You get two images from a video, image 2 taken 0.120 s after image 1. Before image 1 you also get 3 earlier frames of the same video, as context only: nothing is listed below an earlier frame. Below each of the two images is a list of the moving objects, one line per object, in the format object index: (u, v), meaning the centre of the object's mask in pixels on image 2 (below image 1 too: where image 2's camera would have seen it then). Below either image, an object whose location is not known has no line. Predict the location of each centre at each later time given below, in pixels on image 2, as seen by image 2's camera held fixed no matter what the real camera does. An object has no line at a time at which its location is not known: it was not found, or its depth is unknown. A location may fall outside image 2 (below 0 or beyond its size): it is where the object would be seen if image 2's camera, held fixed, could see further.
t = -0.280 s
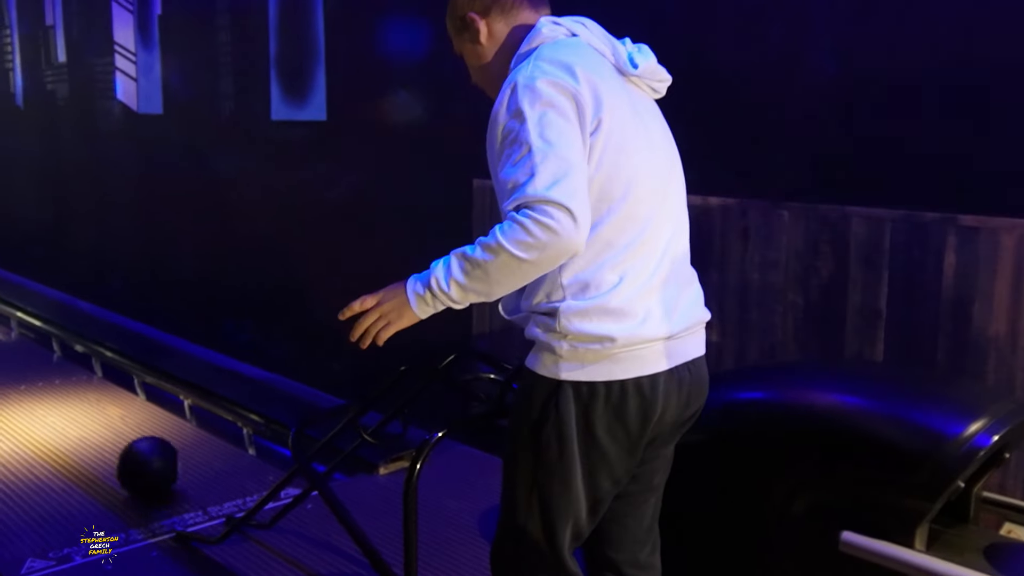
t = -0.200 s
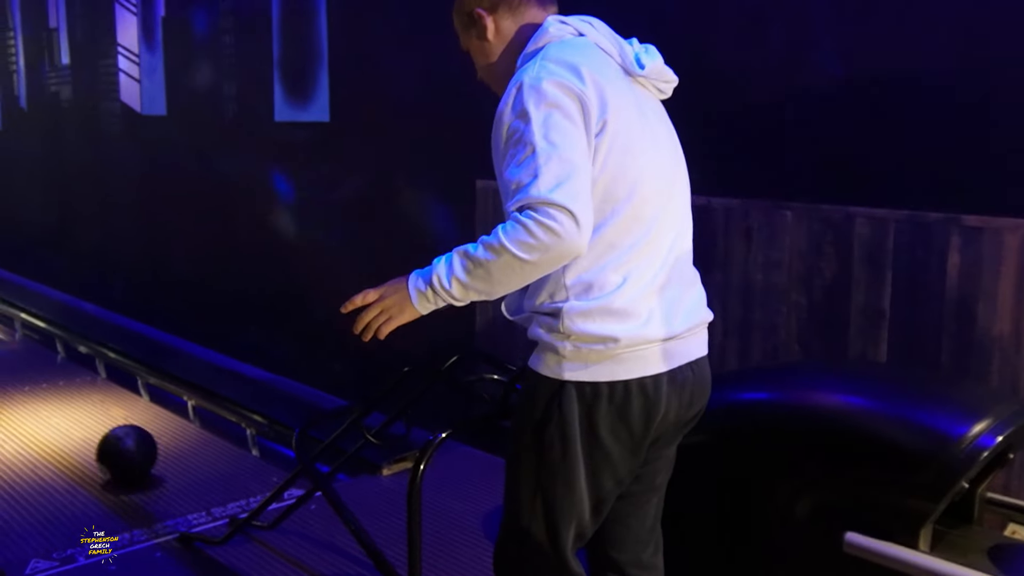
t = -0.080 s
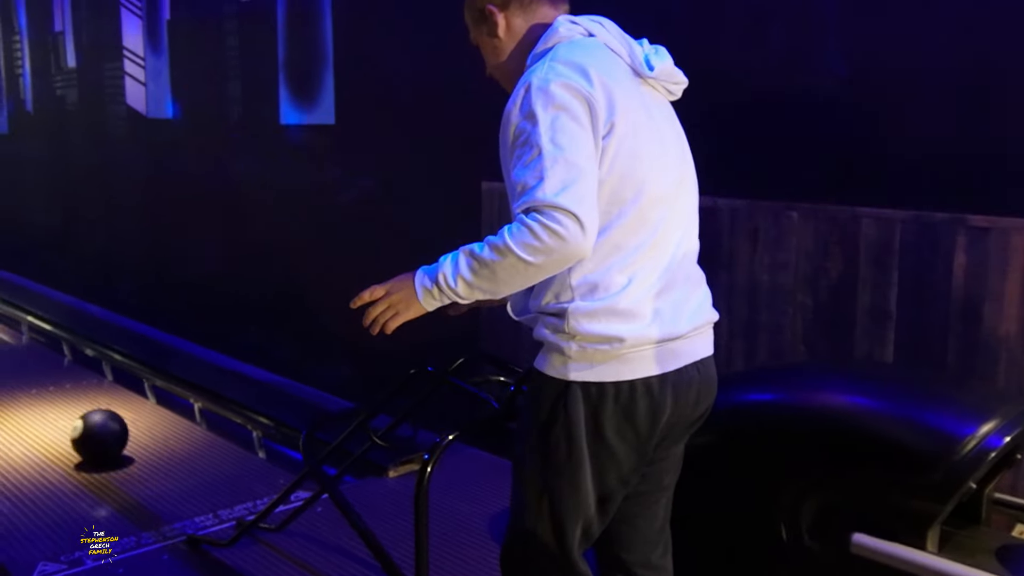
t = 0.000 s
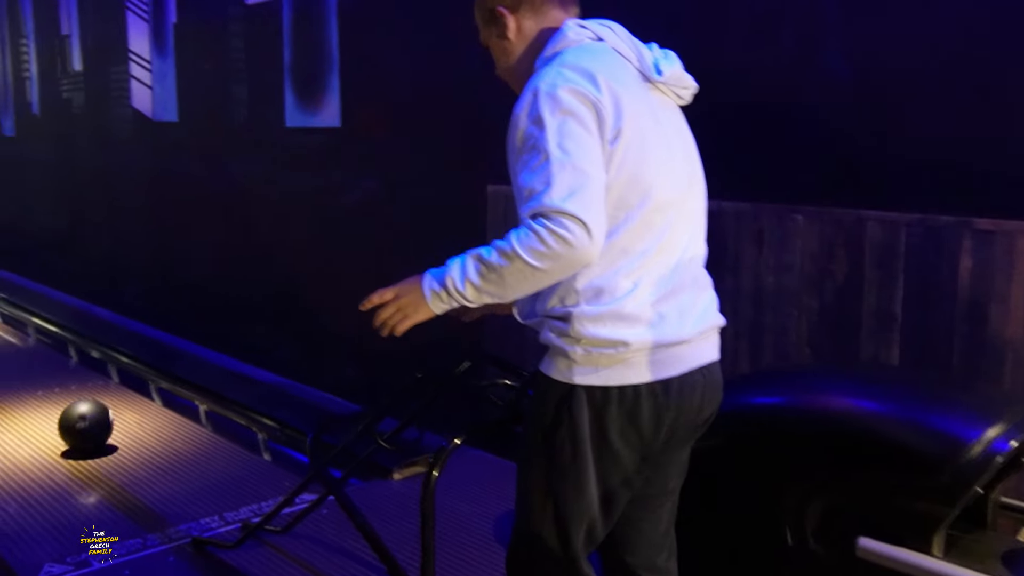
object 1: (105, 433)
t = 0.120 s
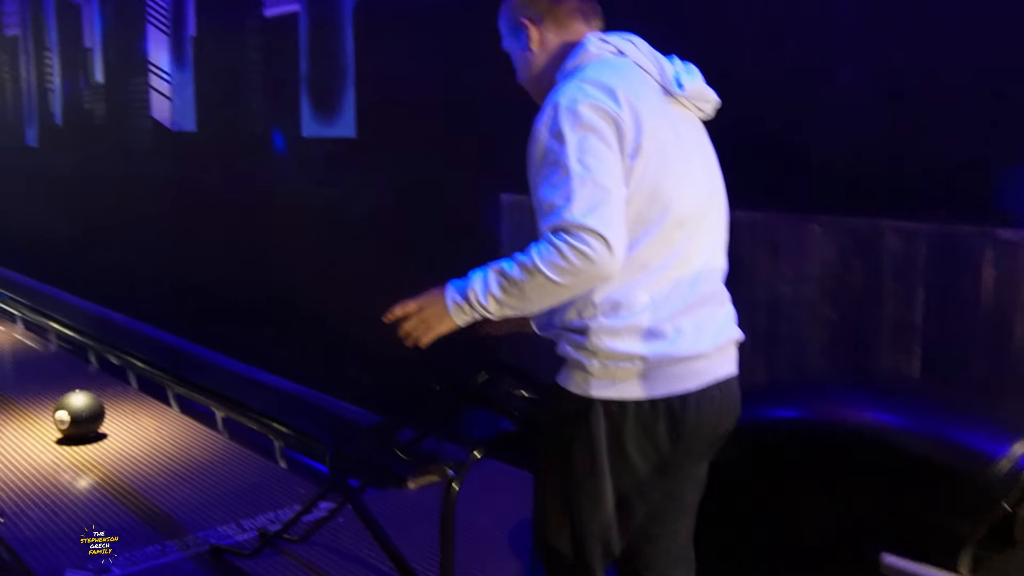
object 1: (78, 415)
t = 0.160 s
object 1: (70, 410)
